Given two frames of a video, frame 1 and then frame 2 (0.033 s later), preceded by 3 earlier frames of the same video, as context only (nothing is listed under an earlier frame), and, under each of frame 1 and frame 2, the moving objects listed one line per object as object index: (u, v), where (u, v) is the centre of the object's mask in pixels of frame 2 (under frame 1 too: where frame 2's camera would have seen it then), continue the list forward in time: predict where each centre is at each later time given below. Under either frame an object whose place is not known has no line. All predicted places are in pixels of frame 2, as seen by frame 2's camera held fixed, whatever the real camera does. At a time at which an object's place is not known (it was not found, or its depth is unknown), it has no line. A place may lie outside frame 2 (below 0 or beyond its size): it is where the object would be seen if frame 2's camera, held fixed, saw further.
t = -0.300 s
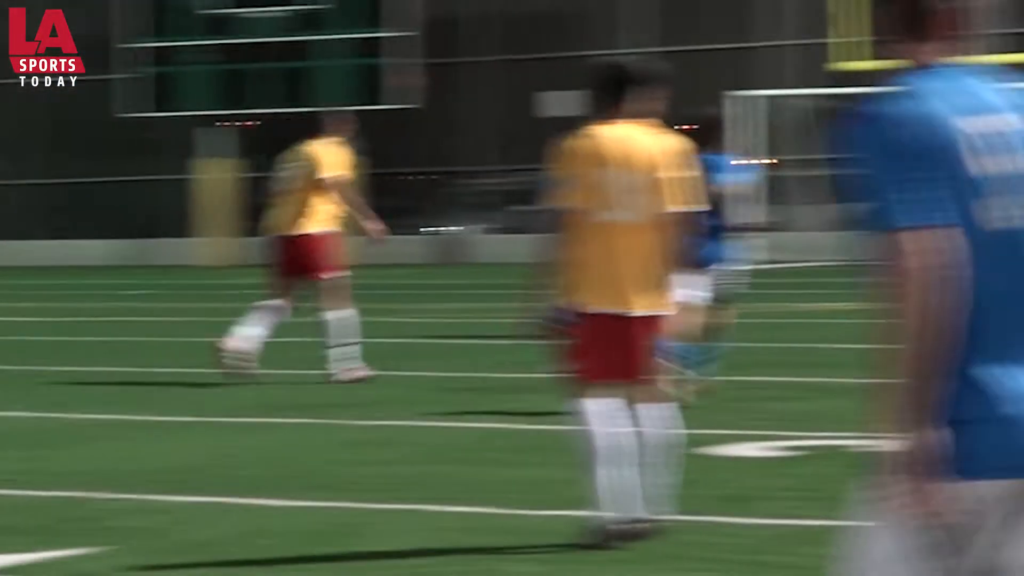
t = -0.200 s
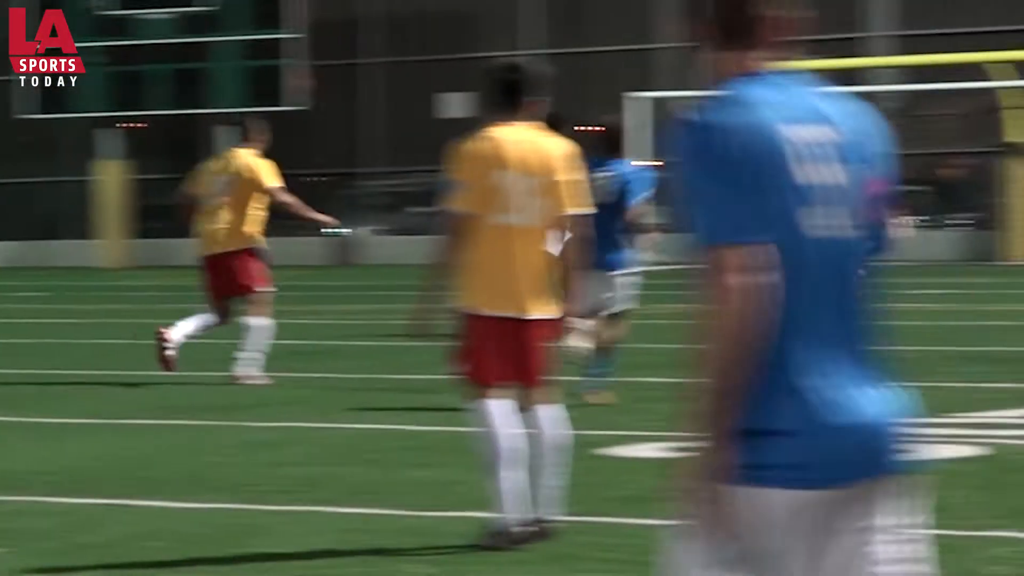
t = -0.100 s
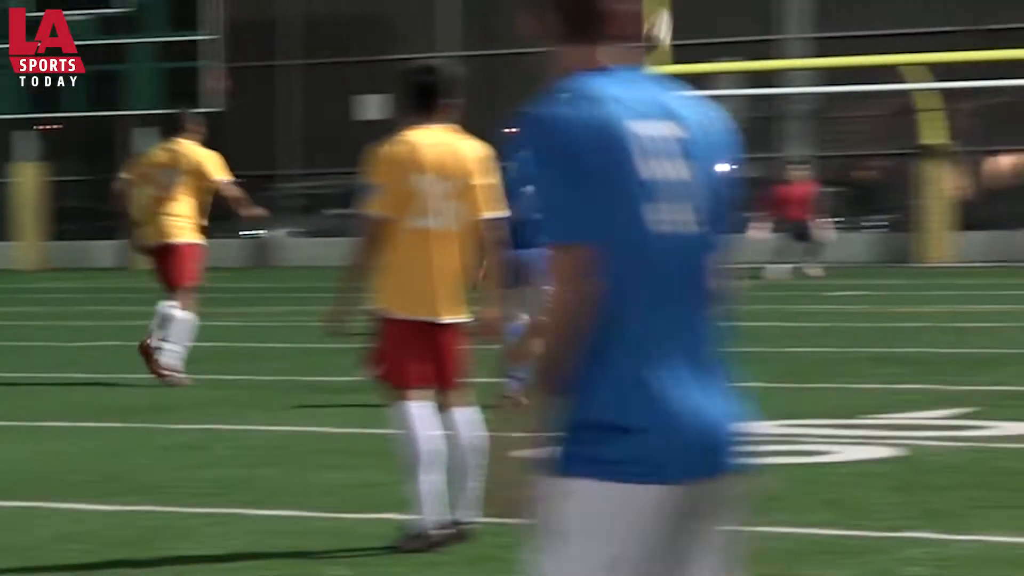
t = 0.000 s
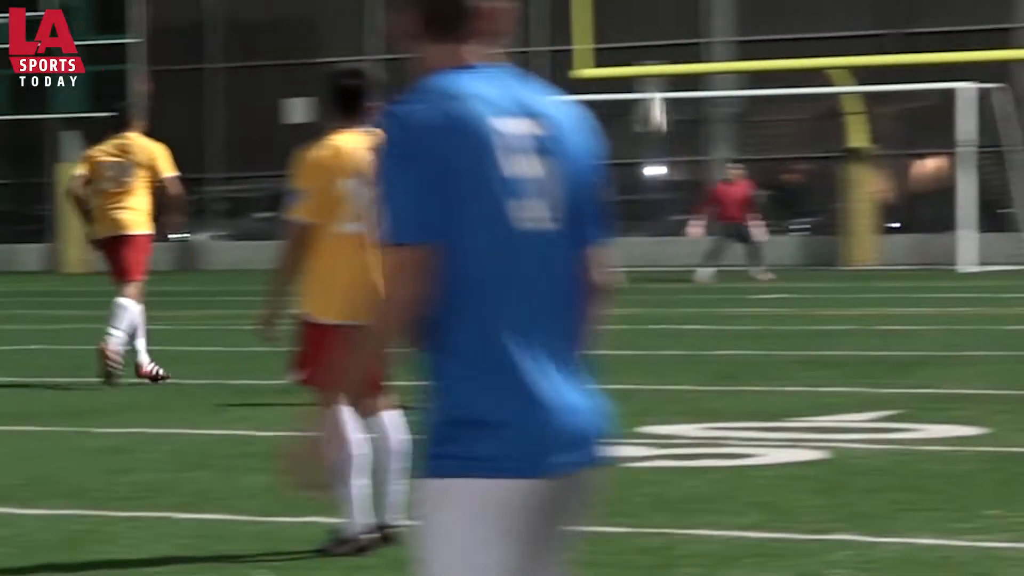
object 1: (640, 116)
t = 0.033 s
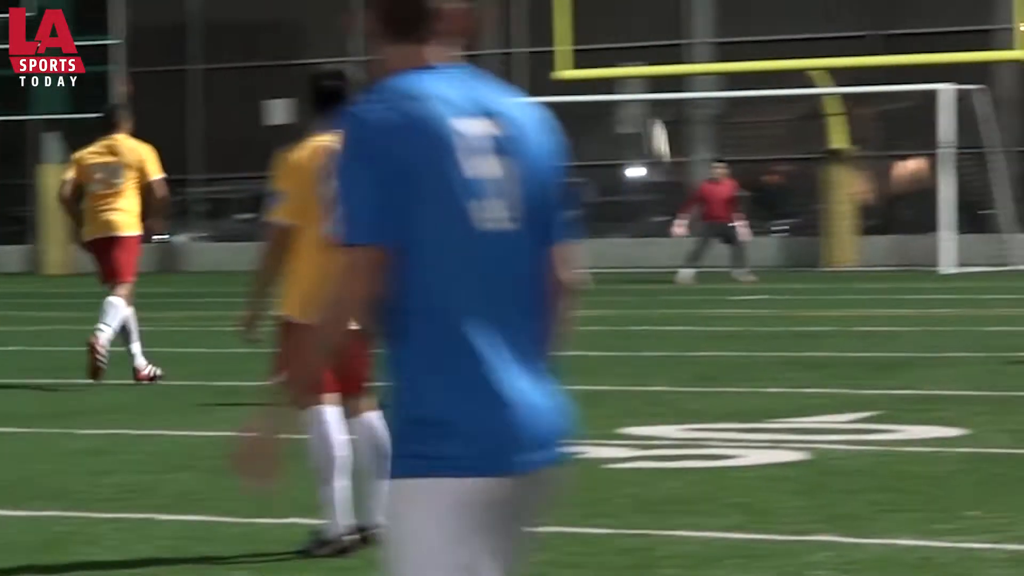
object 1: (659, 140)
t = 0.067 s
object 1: (679, 169)
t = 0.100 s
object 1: (701, 196)
